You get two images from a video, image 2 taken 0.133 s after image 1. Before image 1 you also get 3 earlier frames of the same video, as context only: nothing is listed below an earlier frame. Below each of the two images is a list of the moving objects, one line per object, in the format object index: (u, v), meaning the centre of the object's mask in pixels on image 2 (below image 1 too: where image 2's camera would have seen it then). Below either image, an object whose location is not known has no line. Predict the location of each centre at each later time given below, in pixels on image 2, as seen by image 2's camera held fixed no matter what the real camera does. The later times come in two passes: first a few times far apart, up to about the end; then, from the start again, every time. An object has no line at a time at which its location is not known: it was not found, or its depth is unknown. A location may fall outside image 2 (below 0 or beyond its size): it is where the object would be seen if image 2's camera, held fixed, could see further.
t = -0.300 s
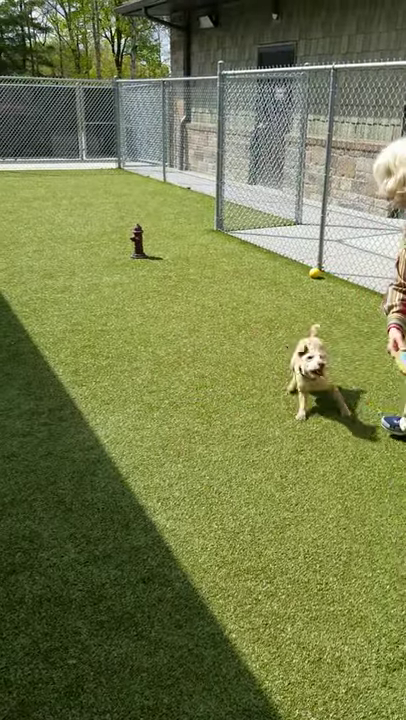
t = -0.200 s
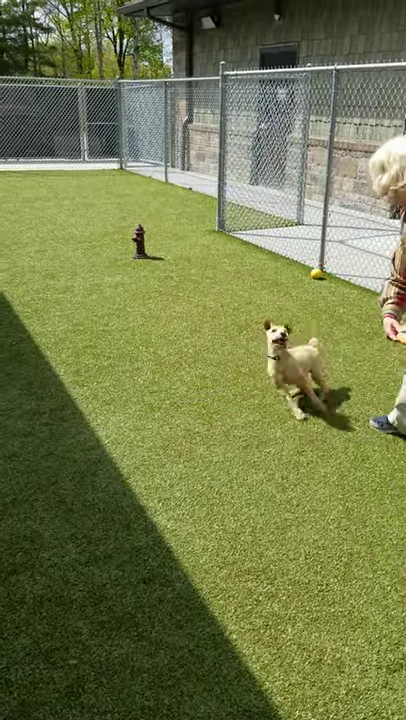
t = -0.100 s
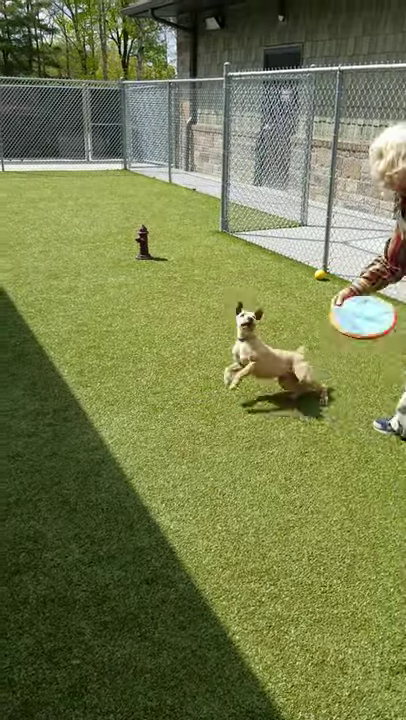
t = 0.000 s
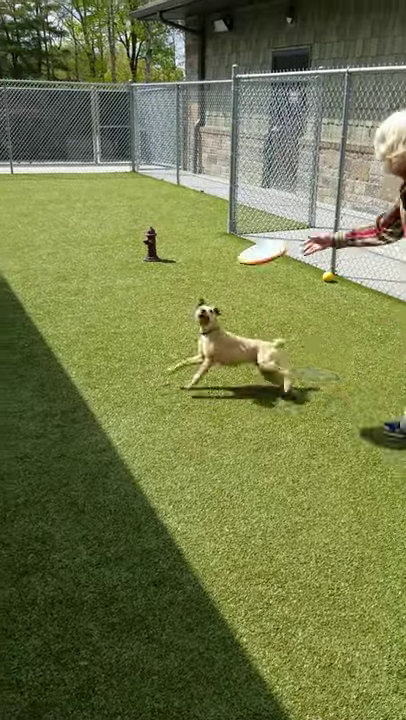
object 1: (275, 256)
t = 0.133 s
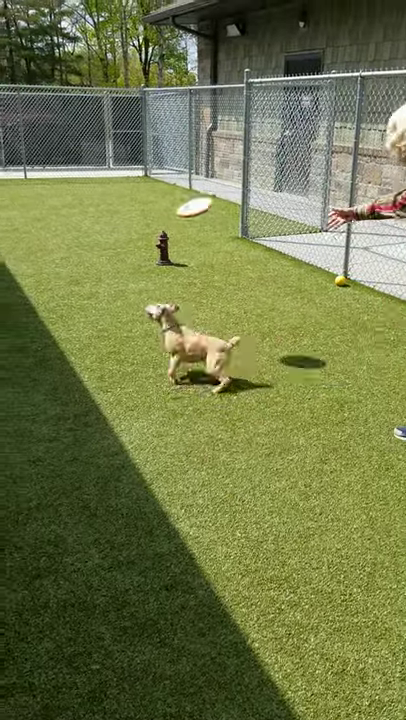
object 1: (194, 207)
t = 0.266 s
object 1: (146, 196)
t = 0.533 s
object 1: (79, 212)
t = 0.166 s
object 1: (180, 202)
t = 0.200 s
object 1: (167, 199)
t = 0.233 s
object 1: (156, 197)
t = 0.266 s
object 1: (146, 196)
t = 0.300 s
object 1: (136, 196)
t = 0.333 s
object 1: (127, 197)
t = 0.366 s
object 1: (119, 199)
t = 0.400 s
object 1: (110, 201)
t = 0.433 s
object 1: (102, 203)
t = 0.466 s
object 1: (94, 206)
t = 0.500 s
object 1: (87, 209)
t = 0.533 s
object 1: (79, 212)
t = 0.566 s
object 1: (71, 216)
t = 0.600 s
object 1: (64, 219)
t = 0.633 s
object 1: (55, 222)
